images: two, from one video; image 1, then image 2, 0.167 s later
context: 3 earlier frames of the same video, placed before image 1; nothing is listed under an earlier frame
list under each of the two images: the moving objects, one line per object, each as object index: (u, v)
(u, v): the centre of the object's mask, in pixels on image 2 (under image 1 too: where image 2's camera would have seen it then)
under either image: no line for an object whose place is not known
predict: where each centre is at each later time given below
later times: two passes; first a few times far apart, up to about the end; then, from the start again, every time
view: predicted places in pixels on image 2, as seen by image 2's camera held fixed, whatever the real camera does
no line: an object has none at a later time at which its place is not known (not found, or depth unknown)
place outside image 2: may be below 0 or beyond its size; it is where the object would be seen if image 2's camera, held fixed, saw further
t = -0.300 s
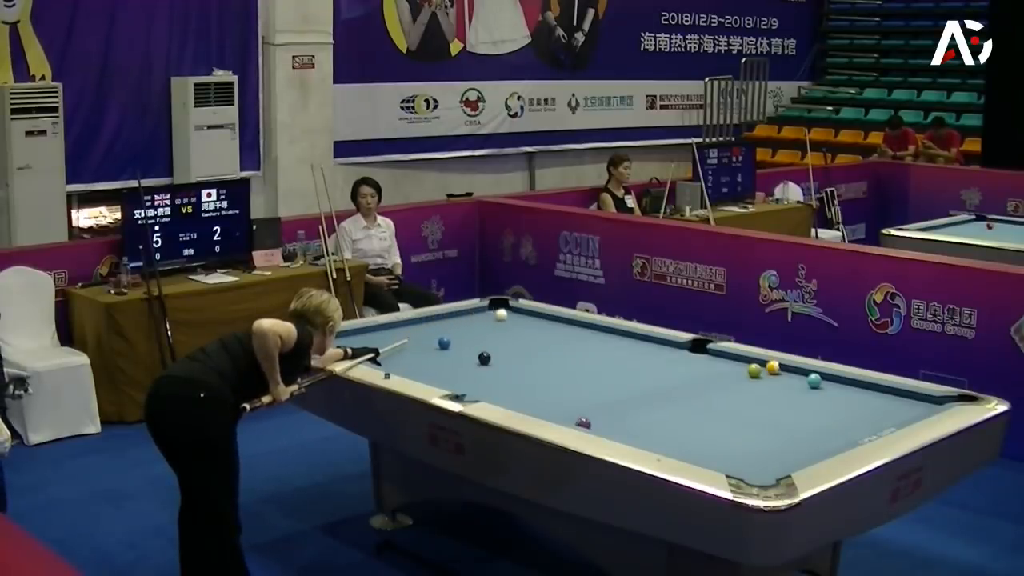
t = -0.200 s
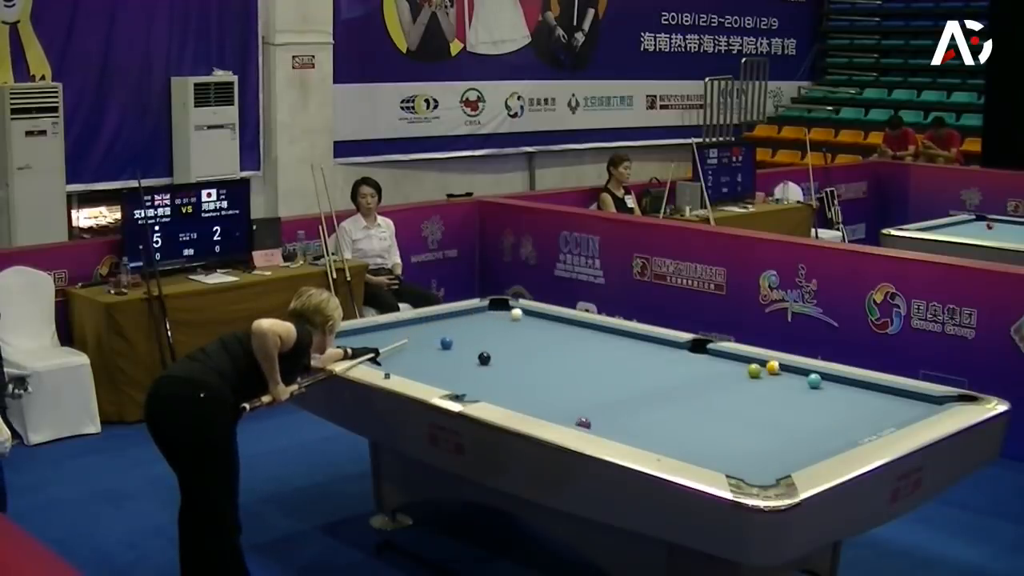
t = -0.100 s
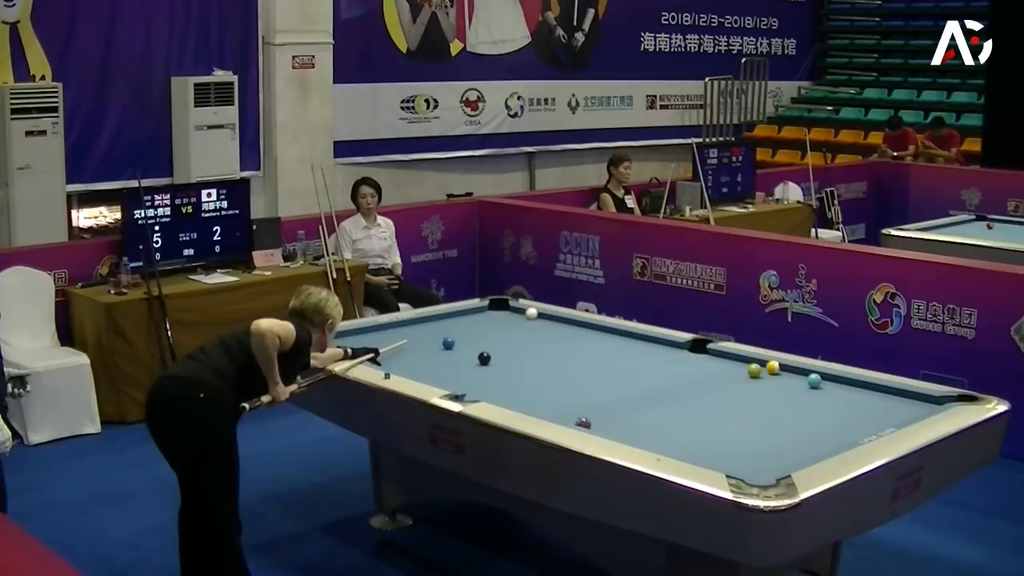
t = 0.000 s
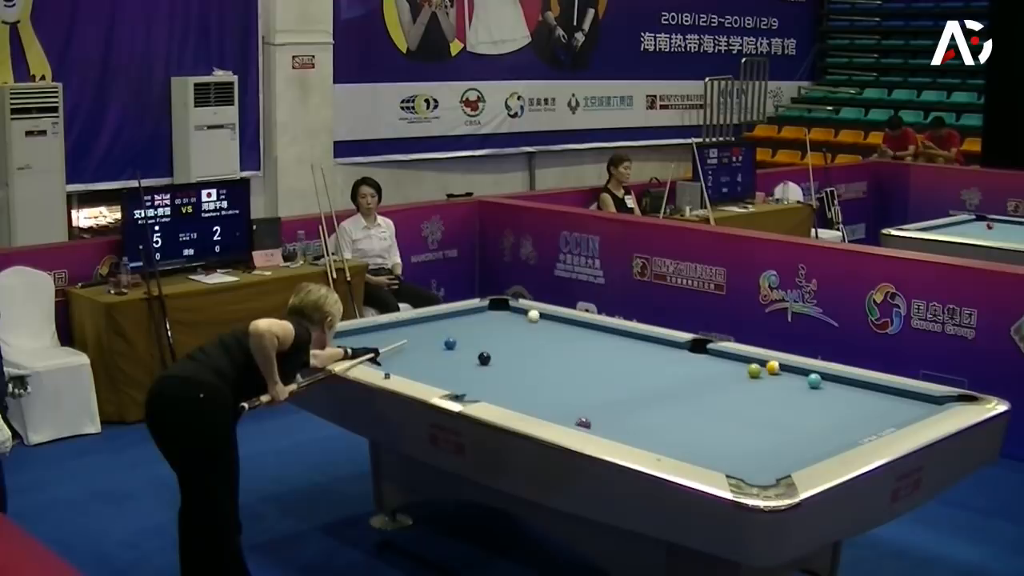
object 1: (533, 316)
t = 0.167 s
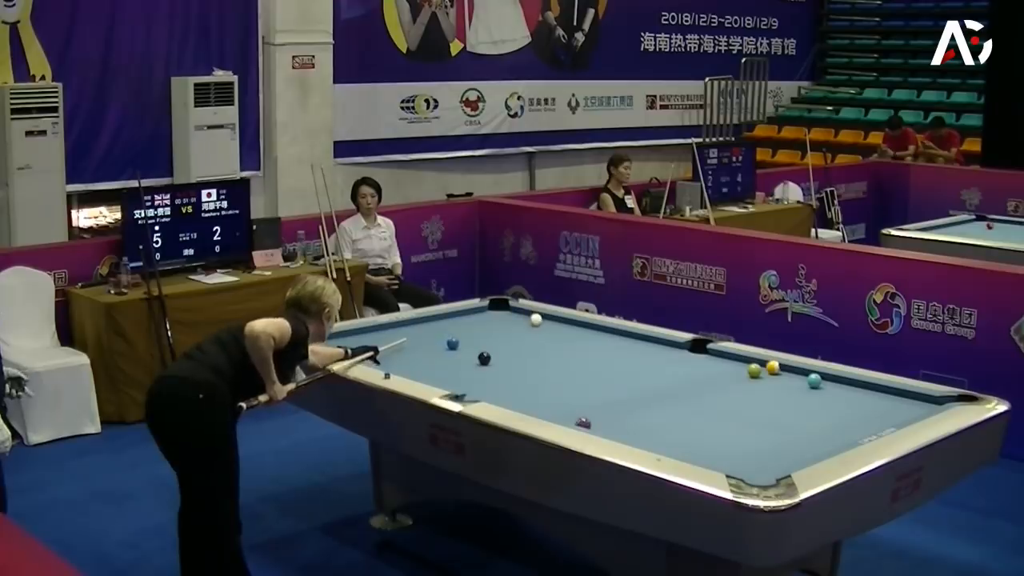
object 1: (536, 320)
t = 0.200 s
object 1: (536, 321)
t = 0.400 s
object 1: (539, 326)
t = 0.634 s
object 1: (542, 331)
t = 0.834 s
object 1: (545, 337)
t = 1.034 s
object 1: (548, 342)
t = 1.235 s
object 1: (551, 347)
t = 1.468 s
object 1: (554, 353)
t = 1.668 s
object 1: (556, 358)
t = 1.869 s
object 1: (559, 363)
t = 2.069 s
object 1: (561, 368)
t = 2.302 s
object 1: (565, 374)
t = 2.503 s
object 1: (567, 379)
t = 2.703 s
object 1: (569, 384)
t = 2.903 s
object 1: (572, 389)
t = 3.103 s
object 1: (574, 393)
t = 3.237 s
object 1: (575, 396)
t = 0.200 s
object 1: (536, 321)
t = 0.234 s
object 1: (537, 321)
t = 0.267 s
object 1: (537, 322)
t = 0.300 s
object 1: (537, 323)
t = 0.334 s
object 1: (538, 324)
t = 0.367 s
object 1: (538, 325)
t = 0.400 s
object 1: (539, 326)
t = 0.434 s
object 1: (539, 327)
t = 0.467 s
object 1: (540, 327)
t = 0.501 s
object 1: (541, 328)
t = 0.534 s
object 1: (541, 329)
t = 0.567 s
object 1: (541, 330)
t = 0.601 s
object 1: (542, 331)
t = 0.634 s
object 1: (542, 331)
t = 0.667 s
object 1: (543, 333)
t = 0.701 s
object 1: (543, 333)
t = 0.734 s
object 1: (544, 334)
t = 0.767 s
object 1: (544, 335)
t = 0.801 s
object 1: (545, 336)
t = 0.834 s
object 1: (545, 337)
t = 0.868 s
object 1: (546, 337)
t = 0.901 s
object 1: (546, 339)
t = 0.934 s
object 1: (547, 340)
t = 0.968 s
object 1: (547, 340)
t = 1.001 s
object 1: (547, 341)
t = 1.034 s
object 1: (548, 342)
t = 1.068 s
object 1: (548, 343)
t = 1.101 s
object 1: (549, 344)
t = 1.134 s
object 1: (549, 345)
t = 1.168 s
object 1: (550, 345)
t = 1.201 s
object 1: (550, 347)
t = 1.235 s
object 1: (551, 347)
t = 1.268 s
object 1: (551, 348)
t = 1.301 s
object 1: (552, 349)
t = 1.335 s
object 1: (552, 350)
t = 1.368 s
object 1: (552, 351)
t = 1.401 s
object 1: (553, 352)
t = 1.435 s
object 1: (553, 352)
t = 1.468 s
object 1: (554, 353)
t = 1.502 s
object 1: (554, 354)
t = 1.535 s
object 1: (555, 355)
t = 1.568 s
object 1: (555, 356)
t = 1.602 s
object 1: (555, 357)
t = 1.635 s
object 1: (556, 358)
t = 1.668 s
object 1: (556, 358)
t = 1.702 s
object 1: (557, 359)
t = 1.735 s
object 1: (557, 360)
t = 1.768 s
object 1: (558, 361)
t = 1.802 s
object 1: (558, 362)
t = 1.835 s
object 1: (558, 363)
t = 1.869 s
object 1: (559, 363)
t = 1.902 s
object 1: (559, 364)
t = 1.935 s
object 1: (560, 365)
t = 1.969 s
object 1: (560, 366)
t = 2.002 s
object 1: (561, 367)
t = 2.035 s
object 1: (561, 368)
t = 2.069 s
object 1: (561, 368)
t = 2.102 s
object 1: (562, 369)
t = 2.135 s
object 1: (562, 370)
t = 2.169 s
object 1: (563, 371)
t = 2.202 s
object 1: (563, 372)
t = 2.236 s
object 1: (564, 373)
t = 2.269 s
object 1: (564, 374)
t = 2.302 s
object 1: (565, 374)
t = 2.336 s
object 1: (565, 375)
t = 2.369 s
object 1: (565, 376)
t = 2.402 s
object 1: (566, 377)
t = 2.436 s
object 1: (566, 378)
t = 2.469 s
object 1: (566, 378)
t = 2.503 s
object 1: (567, 379)
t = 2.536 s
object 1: (567, 380)
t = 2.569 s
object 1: (568, 381)
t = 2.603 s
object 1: (568, 381)
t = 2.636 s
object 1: (569, 382)
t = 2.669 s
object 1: (569, 383)
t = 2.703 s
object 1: (569, 384)
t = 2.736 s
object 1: (570, 385)
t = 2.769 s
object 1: (570, 385)
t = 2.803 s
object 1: (571, 386)
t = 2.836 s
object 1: (571, 387)
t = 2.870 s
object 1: (571, 388)
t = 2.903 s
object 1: (572, 389)
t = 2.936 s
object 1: (572, 389)
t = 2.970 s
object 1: (572, 390)
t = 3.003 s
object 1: (573, 391)
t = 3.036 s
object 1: (573, 392)
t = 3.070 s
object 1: (574, 393)
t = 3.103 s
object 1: (574, 393)
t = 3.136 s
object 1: (574, 394)
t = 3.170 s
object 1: (575, 395)
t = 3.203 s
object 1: (575, 396)
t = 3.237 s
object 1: (575, 396)
